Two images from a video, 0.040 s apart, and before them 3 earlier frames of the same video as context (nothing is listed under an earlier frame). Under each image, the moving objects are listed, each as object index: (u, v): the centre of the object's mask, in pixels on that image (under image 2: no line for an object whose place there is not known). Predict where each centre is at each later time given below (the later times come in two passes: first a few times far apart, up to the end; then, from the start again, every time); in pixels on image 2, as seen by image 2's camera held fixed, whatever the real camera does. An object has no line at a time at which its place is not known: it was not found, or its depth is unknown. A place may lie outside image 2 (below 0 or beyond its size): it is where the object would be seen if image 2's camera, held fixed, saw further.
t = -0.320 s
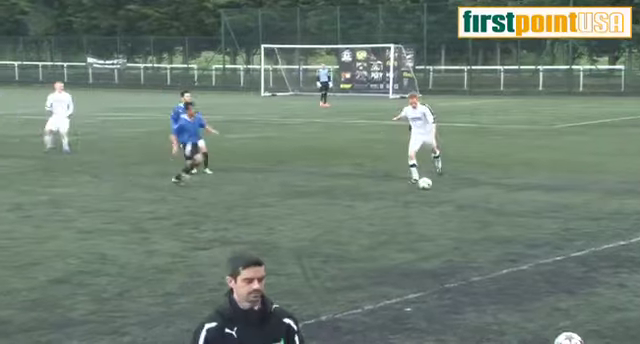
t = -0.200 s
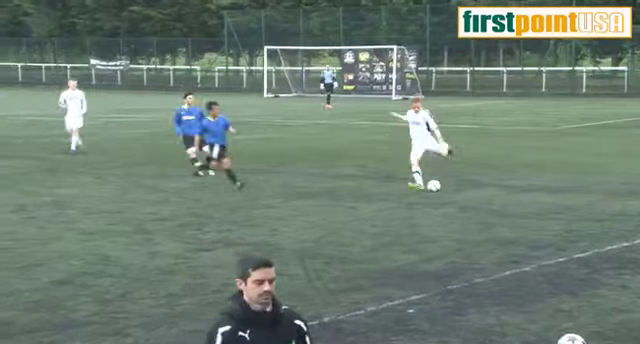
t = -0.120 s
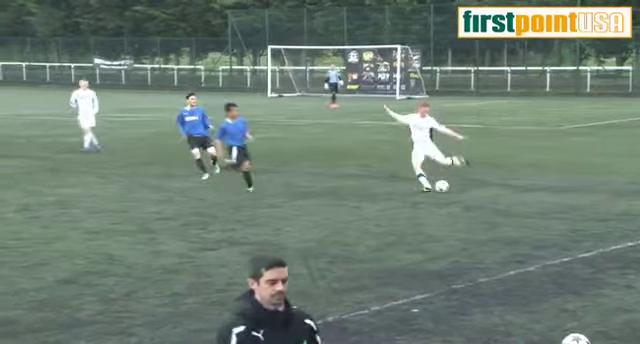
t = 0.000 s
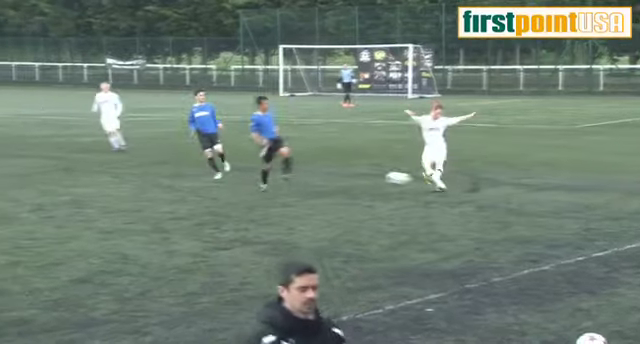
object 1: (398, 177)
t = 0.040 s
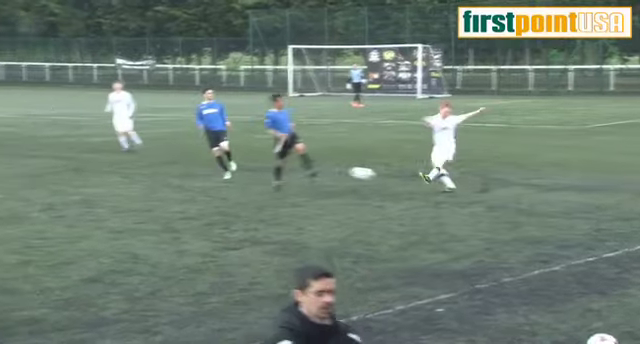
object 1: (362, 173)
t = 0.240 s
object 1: (101, 158)
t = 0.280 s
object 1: (40, 158)
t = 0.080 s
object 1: (313, 168)
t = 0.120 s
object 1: (263, 165)
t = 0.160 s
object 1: (210, 162)
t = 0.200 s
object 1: (158, 160)
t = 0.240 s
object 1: (101, 158)
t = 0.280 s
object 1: (40, 158)
